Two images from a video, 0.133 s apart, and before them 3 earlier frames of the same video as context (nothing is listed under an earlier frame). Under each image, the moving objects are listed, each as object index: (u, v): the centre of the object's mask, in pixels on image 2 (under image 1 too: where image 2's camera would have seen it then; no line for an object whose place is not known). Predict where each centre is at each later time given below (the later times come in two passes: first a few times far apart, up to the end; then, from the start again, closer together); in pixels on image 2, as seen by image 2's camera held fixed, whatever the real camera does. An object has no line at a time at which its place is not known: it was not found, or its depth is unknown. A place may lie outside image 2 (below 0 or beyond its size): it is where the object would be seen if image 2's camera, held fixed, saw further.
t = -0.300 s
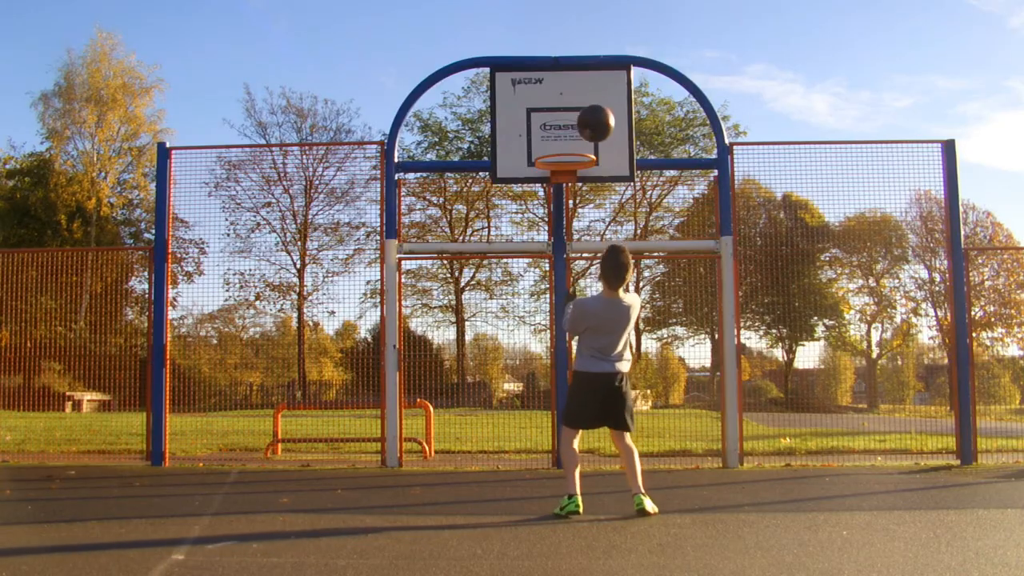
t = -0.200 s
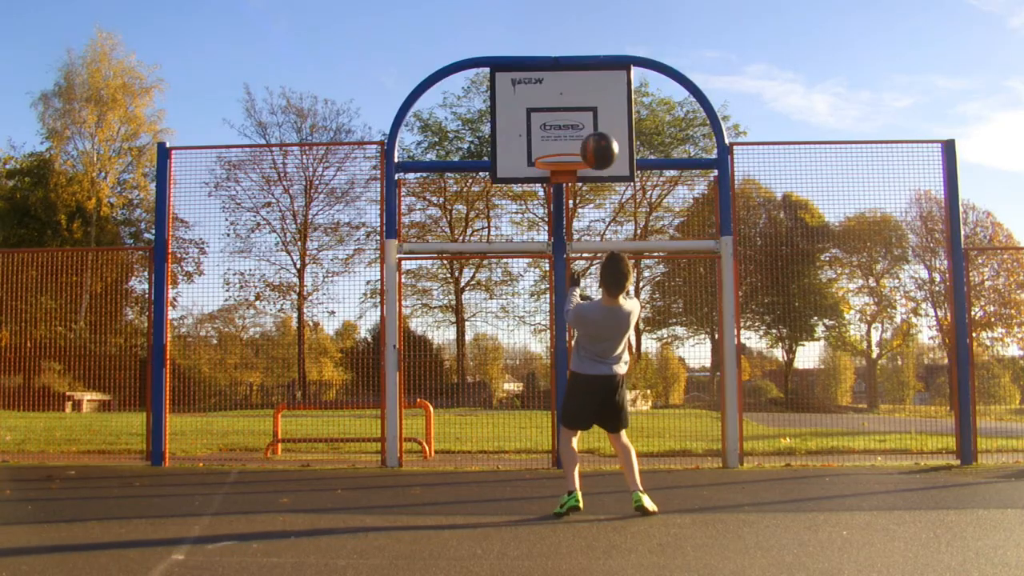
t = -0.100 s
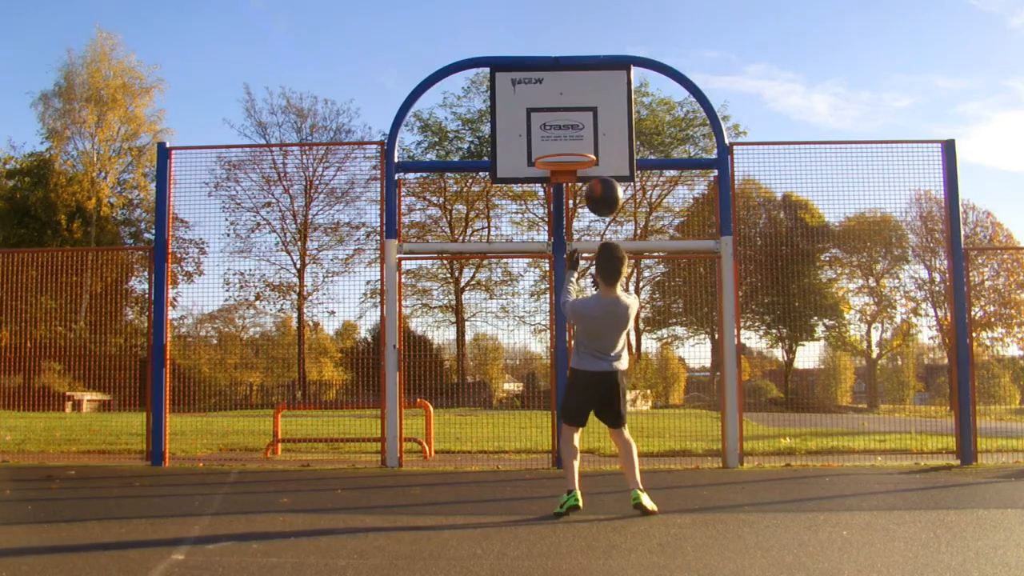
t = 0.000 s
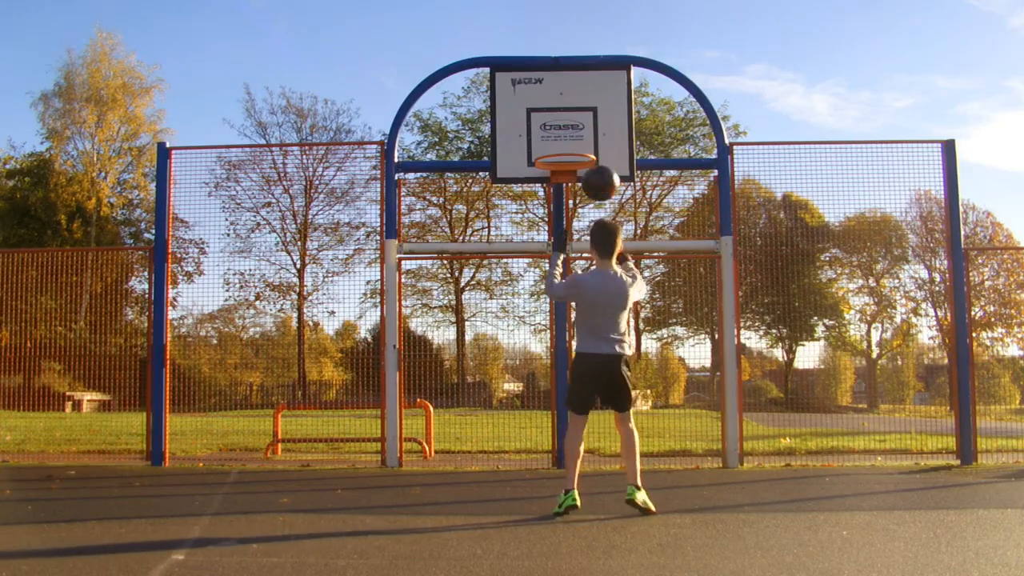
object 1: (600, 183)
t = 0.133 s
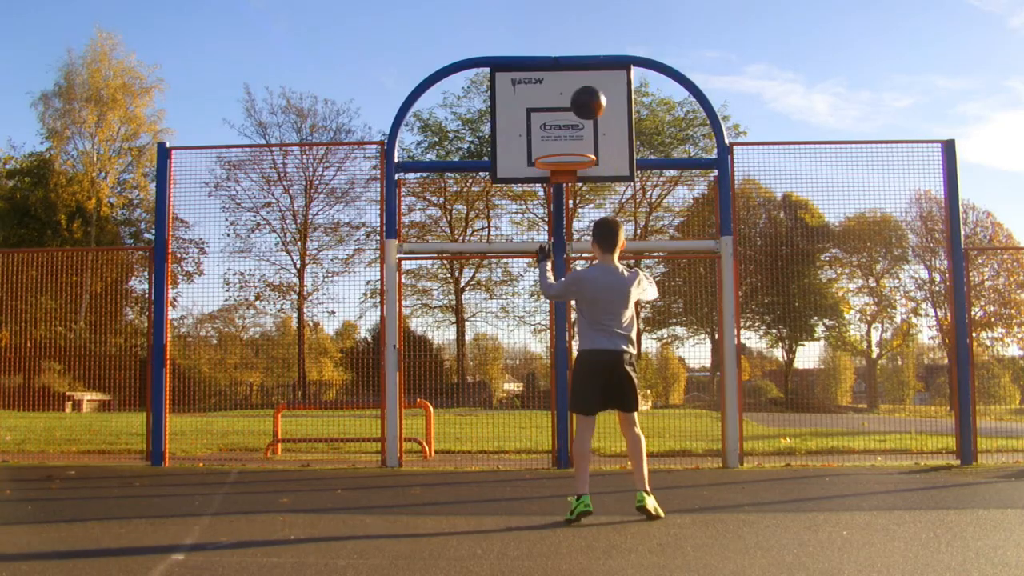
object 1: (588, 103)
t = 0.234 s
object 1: (580, 65)
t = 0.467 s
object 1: (566, 41)
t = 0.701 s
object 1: (555, 87)
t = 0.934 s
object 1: (558, 160)
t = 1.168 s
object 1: (566, 183)
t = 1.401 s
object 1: (533, 279)
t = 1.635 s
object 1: (499, 457)
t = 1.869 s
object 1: (478, 345)
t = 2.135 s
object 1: (457, 259)
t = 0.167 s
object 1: (585, 88)
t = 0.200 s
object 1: (583, 76)
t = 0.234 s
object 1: (580, 65)
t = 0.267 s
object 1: (578, 57)
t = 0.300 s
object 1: (576, 50)
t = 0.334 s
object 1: (573, 45)
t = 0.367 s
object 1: (571, 42)
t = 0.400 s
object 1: (569, 40)
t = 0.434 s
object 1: (567, 40)
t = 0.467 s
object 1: (566, 41)
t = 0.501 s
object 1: (564, 43)
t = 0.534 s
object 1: (562, 47)
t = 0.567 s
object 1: (561, 52)
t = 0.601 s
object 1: (560, 59)
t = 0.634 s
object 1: (558, 67)
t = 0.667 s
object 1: (556, 77)
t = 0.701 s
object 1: (555, 87)
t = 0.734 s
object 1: (553, 99)
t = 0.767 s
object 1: (553, 112)
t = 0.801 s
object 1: (551, 126)
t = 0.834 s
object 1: (550, 141)
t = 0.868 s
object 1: (552, 149)
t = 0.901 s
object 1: (555, 154)
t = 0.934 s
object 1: (558, 160)
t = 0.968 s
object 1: (563, 161)
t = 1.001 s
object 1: (570, 160)
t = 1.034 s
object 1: (578, 162)
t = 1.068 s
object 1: (579, 166)
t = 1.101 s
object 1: (575, 169)
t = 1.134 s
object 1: (571, 176)
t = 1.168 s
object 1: (566, 183)
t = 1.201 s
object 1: (562, 192)
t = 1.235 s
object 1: (557, 202)
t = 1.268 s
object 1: (552, 215)
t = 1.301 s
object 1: (547, 228)
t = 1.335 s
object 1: (543, 243)
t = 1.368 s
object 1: (538, 260)
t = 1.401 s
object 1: (533, 279)
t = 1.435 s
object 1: (528, 299)
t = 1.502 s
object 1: (518, 345)
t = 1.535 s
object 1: (514, 370)
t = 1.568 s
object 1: (509, 397)
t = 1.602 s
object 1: (504, 426)
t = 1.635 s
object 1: (499, 457)
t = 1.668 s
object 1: (496, 468)
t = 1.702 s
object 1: (492, 444)
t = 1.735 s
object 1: (489, 422)
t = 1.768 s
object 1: (487, 400)
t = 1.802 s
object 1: (484, 380)
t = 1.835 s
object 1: (481, 362)
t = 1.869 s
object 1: (478, 345)
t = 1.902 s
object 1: (476, 329)
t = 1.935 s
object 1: (474, 314)
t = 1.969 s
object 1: (471, 302)
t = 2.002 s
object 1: (467, 290)
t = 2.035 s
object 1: (465, 280)
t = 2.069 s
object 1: (462, 272)
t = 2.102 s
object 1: (460, 266)
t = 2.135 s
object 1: (457, 259)
